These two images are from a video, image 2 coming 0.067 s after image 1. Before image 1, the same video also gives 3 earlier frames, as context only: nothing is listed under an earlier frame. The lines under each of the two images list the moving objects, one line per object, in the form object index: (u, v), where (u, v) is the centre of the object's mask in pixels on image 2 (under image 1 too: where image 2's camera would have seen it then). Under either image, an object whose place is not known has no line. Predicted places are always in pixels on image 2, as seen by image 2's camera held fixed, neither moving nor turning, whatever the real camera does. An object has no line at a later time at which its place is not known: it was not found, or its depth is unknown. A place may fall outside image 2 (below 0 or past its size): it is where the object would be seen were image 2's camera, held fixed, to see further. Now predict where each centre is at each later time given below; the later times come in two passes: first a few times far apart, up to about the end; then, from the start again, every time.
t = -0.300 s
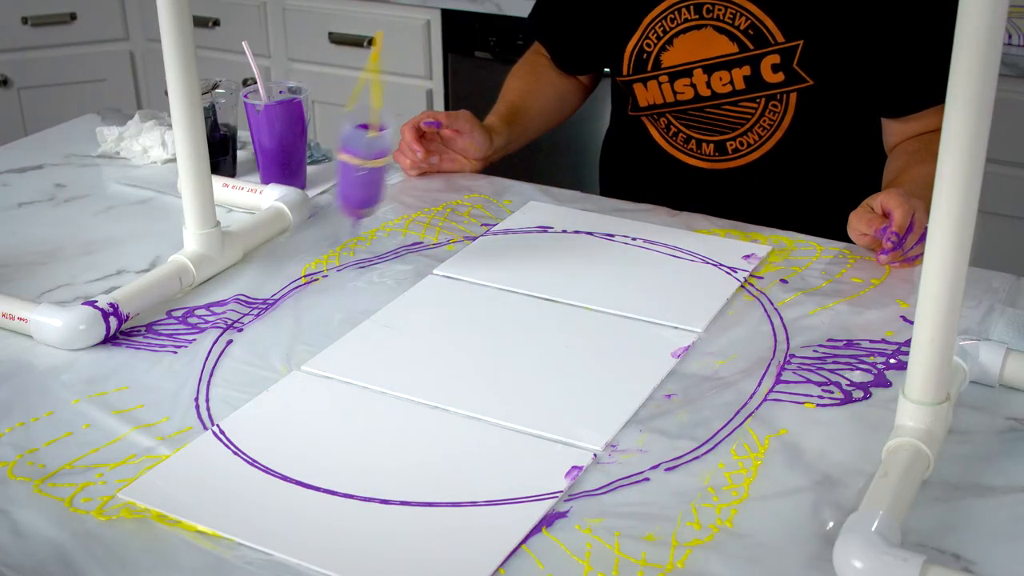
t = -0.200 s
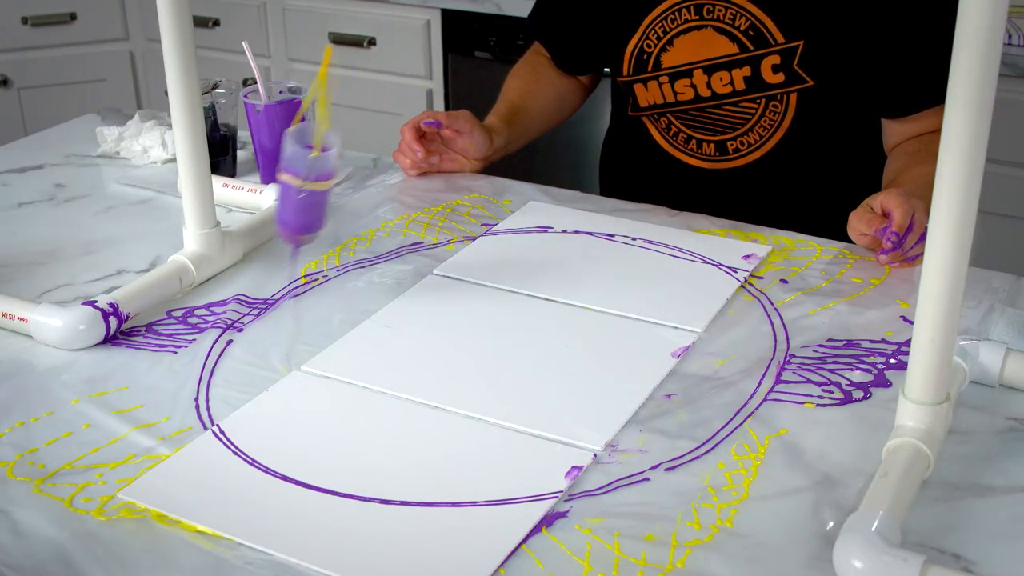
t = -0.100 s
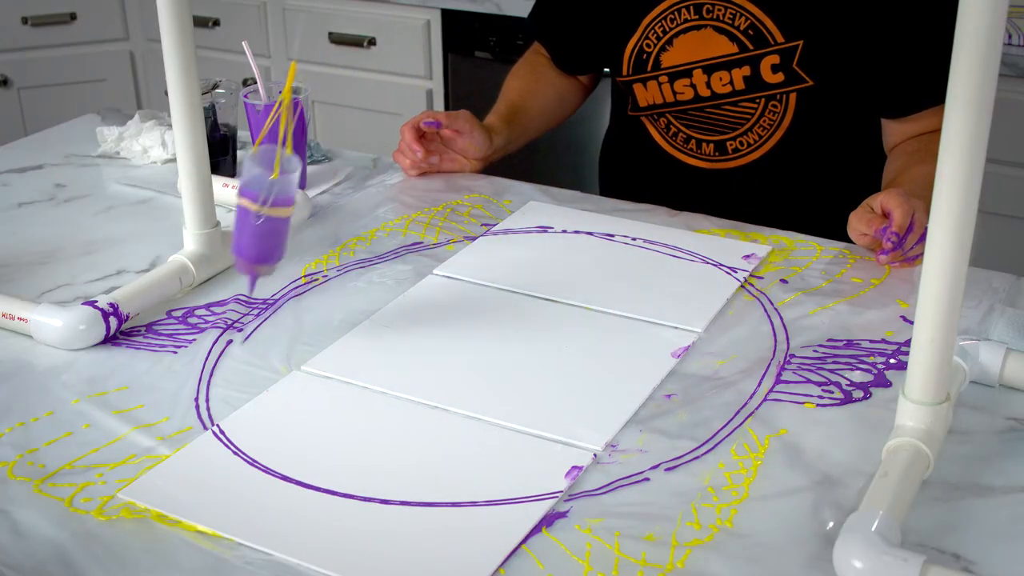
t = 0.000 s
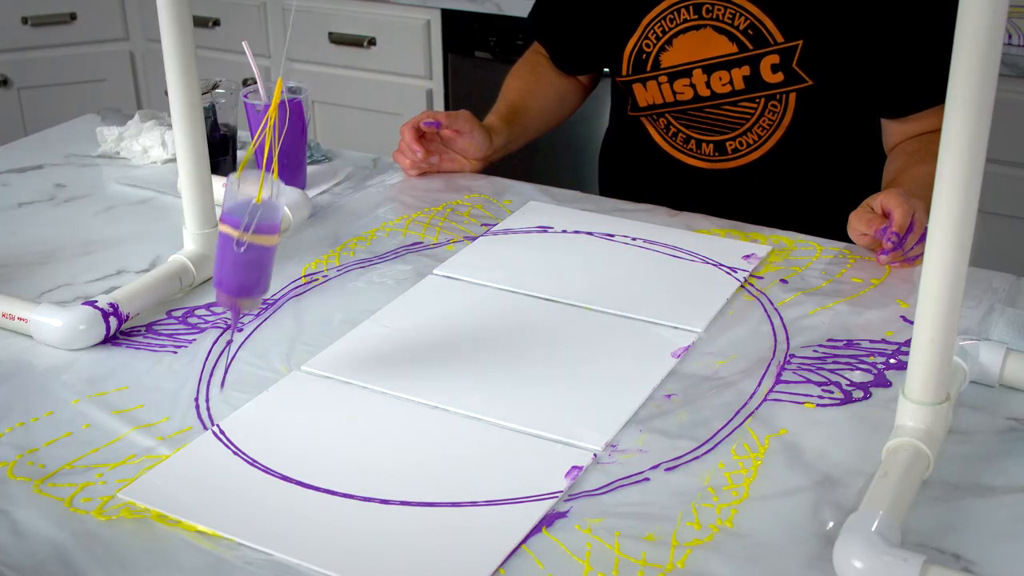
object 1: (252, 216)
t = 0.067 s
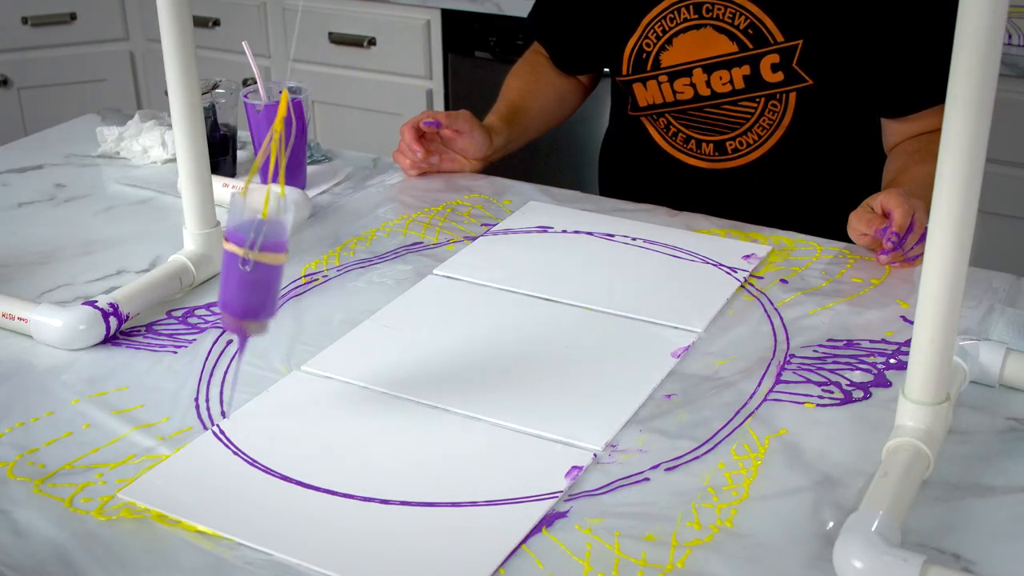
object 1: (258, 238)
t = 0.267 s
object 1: (363, 296)
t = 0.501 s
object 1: (583, 254)
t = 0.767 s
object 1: (727, 203)
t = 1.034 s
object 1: (677, 127)
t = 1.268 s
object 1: (544, 108)
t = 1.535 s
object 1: (369, 141)
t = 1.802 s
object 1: (265, 207)
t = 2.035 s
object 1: (324, 274)
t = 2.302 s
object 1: (552, 256)
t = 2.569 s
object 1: (711, 213)
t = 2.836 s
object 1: (682, 134)
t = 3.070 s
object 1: (561, 108)
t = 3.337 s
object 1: (391, 132)
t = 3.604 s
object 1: (278, 204)
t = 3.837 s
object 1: (313, 271)
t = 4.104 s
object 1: (524, 293)
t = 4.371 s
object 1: (698, 228)
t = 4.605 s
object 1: (700, 153)
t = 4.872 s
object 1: (581, 114)
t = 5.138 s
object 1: (417, 131)
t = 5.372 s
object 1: (305, 183)
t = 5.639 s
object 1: (308, 258)
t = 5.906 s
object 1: (495, 288)
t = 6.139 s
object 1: (666, 245)
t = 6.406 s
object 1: (700, 158)
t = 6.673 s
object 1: (597, 115)
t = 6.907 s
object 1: (459, 119)
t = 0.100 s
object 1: (267, 246)
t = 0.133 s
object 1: (278, 262)
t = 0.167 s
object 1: (293, 273)
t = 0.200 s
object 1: (313, 283)
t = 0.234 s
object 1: (336, 291)
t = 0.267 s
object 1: (363, 296)
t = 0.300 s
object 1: (392, 304)
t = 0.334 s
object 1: (424, 306)
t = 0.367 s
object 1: (457, 336)
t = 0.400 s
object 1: (491, 324)
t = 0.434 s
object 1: (523, 294)
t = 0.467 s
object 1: (553, 266)
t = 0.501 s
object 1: (583, 254)
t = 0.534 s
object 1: (611, 248)
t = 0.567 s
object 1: (636, 241)
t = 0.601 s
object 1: (663, 260)
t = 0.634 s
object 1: (682, 246)
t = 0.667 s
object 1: (698, 233)
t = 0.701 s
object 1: (712, 225)
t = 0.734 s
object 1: (721, 213)
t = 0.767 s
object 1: (727, 203)
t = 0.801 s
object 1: (730, 188)
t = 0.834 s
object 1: (730, 179)
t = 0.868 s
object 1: (727, 168)
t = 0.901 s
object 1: (722, 158)
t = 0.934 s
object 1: (714, 149)
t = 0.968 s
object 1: (704, 142)
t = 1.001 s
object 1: (692, 134)
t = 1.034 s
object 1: (677, 127)
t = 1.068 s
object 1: (662, 122)
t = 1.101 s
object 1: (644, 117)
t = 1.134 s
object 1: (626, 114)
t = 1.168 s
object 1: (607, 111)
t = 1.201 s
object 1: (586, 109)
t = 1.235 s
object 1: (566, 108)
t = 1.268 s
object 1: (544, 108)
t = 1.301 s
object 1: (522, 110)
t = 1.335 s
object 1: (499, 112)
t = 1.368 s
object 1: (477, 113)
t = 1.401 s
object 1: (454, 114)
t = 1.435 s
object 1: (433, 121)
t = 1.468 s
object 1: (410, 128)
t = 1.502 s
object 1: (389, 135)
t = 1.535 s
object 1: (369, 141)
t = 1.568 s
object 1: (349, 149)
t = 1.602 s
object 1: (330, 157)
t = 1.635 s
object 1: (314, 164)
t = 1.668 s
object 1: (299, 174)
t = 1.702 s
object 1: (287, 182)
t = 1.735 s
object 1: (277, 191)
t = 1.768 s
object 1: (269, 200)
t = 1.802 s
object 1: (265, 207)
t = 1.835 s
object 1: (262, 219)
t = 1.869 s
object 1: (264, 225)
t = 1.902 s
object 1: (270, 231)
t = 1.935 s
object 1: (276, 250)
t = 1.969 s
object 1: (288, 262)
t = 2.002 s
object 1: (303, 268)
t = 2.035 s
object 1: (324, 274)
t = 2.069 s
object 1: (345, 281)
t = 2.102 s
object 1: (370, 288)
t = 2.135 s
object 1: (399, 293)
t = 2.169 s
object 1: (429, 293)
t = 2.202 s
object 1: (460, 319)
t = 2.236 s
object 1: (492, 321)
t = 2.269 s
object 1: (523, 292)
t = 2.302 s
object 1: (552, 256)
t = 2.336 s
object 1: (580, 251)
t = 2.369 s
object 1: (606, 247)
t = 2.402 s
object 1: (631, 241)
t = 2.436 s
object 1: (655, 251)
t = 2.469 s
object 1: (673, 241)
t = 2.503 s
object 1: (689, 232)
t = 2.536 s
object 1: (702, 224)
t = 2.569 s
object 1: (711, 213)
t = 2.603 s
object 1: (717, 201)
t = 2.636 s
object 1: (720, 190)
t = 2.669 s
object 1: (719, 176)
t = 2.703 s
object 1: (717, 170)
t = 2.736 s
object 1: (711, 157)
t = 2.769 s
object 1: (703, 149)
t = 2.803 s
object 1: (693, 141)
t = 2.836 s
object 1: (682, 134)
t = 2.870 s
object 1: (668, 128)
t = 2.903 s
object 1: (653, 121)
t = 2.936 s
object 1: (637, 117)
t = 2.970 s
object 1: (619, 114)
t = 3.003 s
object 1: (601, 111)
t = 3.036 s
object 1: (581, 108)
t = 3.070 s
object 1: (561, 108)
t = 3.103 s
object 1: (540, 107)
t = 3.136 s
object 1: (519, 108)
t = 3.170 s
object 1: (497, 109)
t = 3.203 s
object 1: (476, 110)
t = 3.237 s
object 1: (454, 113)
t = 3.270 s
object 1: (433, 119)
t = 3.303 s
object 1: (411, 125)
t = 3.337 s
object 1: (391, 132)
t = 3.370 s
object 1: (372, 140)
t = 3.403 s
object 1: (353, 148)
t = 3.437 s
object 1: (336, 156)
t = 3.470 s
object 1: (320, 164)
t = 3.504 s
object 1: (306, 173)
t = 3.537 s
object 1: (295, 182)
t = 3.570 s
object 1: (285, 191)
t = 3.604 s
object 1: (278, 204)
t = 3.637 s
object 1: (272, 212)
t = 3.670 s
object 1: (272, 219)
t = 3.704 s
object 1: (273, 229)
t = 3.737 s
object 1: (278, 236)
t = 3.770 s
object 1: (285, 248)
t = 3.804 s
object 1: (297, 257)
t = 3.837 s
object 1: (313, 271)
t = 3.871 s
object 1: (331, 276)
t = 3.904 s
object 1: (352, 287)
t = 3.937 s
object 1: (376, 290)
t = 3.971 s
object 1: (404, 299)
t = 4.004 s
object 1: (433, 303)
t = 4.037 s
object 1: (462, 322)
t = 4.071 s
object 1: (494, 321)
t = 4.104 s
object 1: (524, 293)
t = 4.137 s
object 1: (551, 267)
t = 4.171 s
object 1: (578, 252)
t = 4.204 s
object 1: (604, 248)
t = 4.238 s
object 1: (628, 245)
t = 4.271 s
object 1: (649, 236)
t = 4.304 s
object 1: (669, 244)
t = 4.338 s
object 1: (685, 237)
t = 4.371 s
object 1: (698, 228)
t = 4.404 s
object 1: (707, 217)
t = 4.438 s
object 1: (711, 201)
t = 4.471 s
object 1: (714, 191)
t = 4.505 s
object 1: (715, 182)
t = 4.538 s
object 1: (711, 170)
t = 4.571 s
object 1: (706, 160)
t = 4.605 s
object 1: (700, 153)
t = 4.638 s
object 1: (690, 143)
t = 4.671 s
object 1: (679, 141)
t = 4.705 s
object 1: (666, 135)
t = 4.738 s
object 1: (651, 127)
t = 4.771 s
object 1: (635, 122)
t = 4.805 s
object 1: (618, 118)
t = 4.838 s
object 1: (600, 116)
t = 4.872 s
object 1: (581, 114)
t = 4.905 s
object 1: (562, 113)
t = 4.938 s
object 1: (542, 112)
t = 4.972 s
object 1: (521, 114)
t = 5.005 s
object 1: (501, 113)
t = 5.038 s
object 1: (480, 114)
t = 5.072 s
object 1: (459, 117)
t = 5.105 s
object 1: (439, 121)
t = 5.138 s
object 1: (417, 131)
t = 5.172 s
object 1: (398, 137)
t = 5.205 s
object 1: (379, 144)
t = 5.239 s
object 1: (361, 151)
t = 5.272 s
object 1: (345, 157)
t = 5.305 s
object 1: (329, 167)
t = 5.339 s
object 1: (316, 174)
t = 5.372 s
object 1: (305, 183)
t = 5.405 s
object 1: (295, 192)
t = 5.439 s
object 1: (288, 201)
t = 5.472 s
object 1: (283, 211)
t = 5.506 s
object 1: (282, 220)
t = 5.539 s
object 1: (284, 227)
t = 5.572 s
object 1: (290, 232)
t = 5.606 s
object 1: (295, 251)
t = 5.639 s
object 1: (308, 258)
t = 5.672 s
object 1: (324, 260)
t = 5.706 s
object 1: (339, 275)
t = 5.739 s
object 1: (359, 289)
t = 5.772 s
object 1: (383, 293)
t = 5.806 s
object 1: (409, 296)
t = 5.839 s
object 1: (436, 302)
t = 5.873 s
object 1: (464, 302)
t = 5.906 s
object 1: (495, 288)
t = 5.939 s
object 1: (524, 289)
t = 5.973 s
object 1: (551, 257)
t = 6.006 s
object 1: (578, 249)
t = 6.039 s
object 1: (603, 247)
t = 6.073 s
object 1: (625, 240)
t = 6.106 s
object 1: (646, 233)
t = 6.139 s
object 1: (666, 245)
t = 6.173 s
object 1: (681, 232)
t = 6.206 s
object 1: (692, 223)
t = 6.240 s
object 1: (701, 214)
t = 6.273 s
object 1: (707, 205)
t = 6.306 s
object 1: (708, 188)
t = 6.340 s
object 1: (708, 180)
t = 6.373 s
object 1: (706, 170)
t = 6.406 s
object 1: (700, 158)
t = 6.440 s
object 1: (694, 156)
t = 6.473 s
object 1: (685, 150)
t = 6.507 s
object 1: (674, 143)
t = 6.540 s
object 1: (661, 134)
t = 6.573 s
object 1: (646, 128)
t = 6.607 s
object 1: (631, 123)
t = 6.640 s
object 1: (615, 118)
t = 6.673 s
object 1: (597, 115)
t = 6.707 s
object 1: (579, 113)
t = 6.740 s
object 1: (560, 111)
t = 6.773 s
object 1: (540, 113)
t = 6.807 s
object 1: (519, 116)
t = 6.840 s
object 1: (500, 115)
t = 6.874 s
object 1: (480, 116)
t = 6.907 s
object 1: (459, 119)
